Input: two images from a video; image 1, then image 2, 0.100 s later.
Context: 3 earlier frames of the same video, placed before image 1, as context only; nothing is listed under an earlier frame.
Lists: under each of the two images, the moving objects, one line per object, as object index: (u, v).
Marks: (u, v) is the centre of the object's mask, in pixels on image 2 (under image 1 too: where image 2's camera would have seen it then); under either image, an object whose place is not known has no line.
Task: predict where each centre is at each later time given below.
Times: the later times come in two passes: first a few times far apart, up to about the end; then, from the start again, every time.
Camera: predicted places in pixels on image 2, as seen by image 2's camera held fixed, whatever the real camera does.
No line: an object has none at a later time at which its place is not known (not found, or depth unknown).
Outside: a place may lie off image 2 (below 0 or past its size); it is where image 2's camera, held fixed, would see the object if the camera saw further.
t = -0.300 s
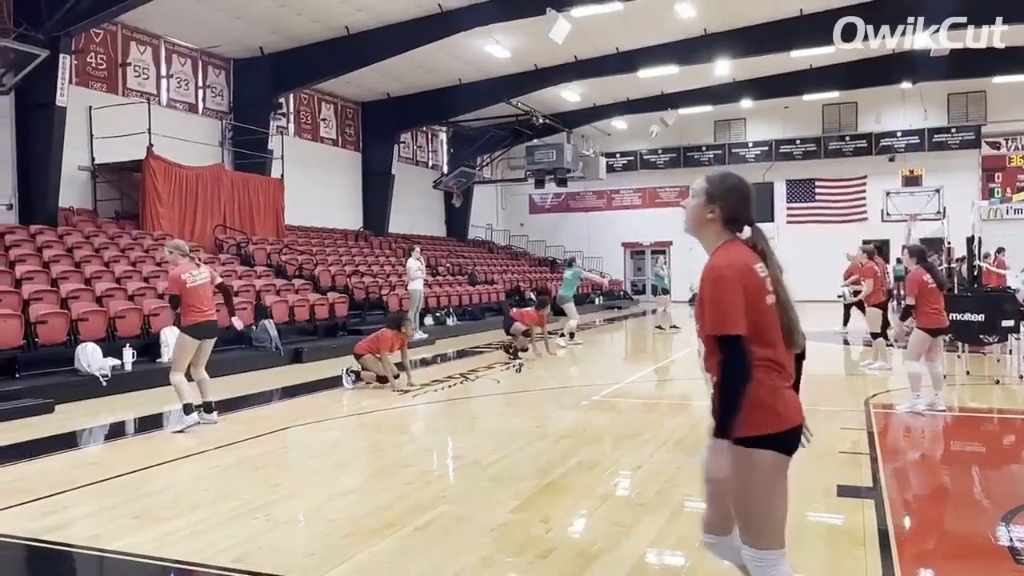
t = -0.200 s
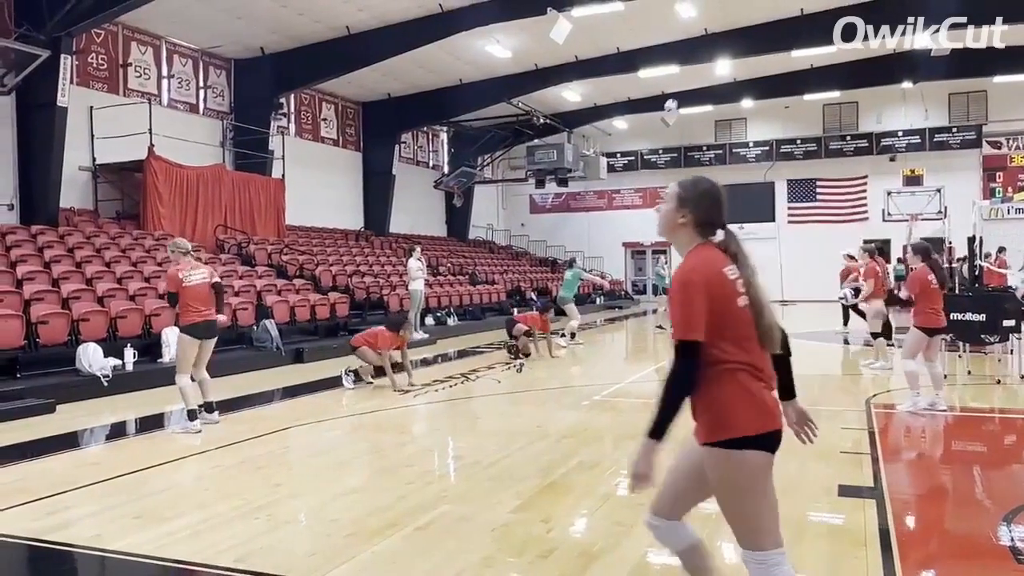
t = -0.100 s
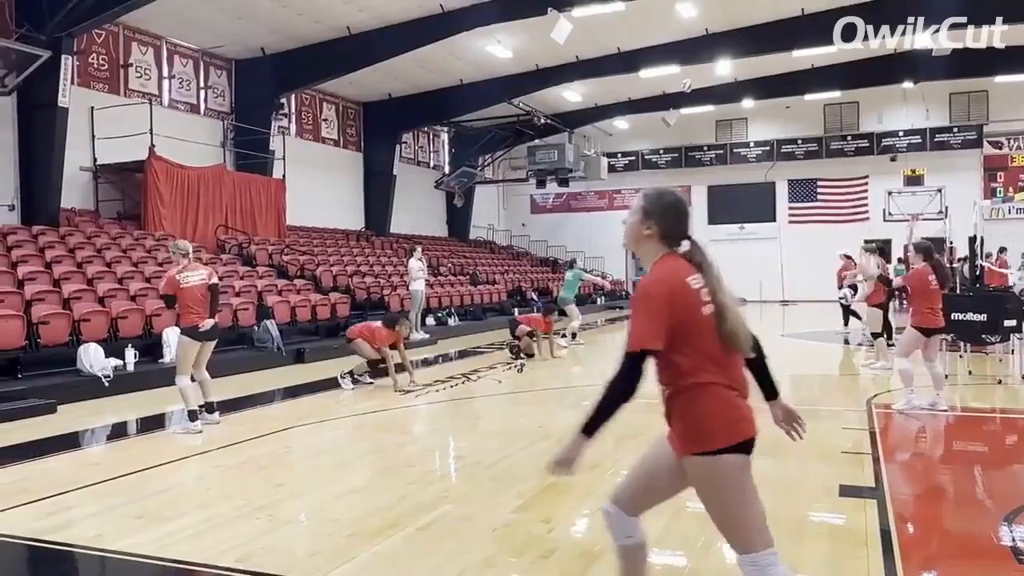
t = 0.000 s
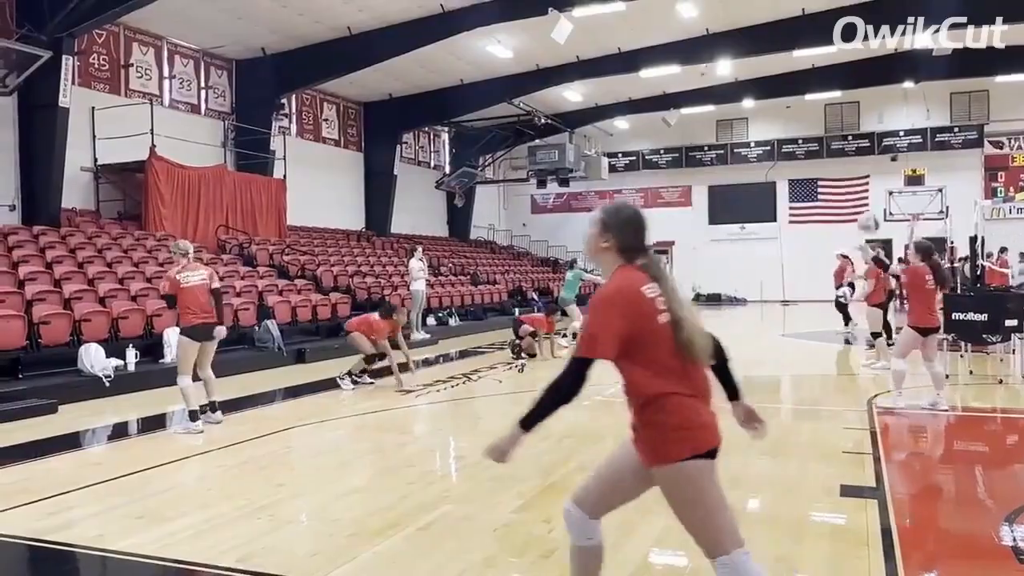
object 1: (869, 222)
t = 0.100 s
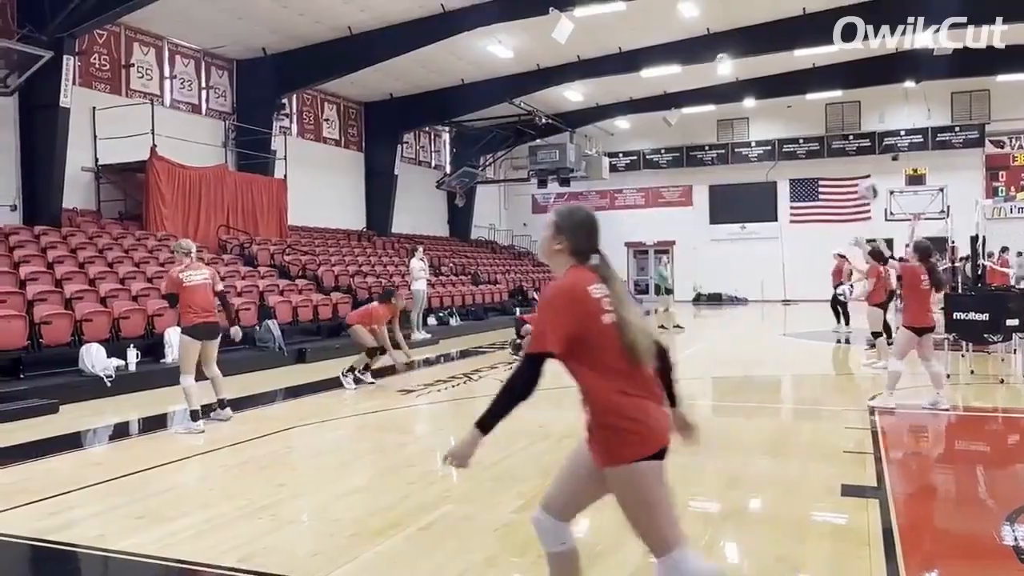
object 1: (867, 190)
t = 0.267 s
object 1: (866, 158)
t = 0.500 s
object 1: (865, 162)
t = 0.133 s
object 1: (868, 181)
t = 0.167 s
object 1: (867, 174)
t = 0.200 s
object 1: (867, 168)
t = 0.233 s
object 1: (866, 162)
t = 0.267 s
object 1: (866, 158)
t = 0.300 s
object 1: (866, 155)
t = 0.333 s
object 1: (866, 153)
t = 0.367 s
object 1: (866, 153)
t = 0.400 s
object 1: (866, 153)
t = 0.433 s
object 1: (865, 155)
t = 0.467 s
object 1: (865, 158)
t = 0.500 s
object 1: (865, 162)
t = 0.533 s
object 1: (865, 166)
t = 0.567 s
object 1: (865, 172)
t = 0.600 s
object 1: (865, 180)
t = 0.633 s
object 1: (864, 188)
